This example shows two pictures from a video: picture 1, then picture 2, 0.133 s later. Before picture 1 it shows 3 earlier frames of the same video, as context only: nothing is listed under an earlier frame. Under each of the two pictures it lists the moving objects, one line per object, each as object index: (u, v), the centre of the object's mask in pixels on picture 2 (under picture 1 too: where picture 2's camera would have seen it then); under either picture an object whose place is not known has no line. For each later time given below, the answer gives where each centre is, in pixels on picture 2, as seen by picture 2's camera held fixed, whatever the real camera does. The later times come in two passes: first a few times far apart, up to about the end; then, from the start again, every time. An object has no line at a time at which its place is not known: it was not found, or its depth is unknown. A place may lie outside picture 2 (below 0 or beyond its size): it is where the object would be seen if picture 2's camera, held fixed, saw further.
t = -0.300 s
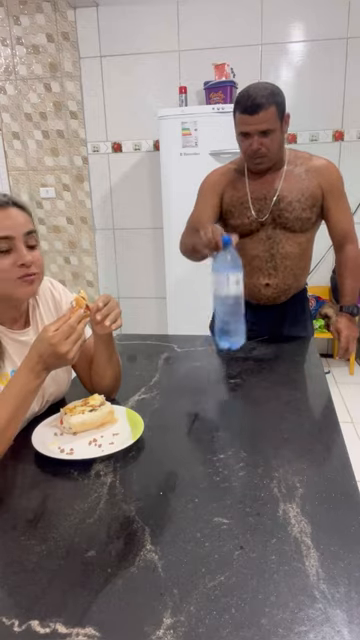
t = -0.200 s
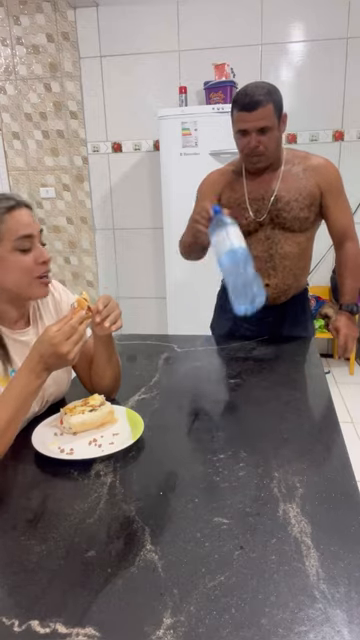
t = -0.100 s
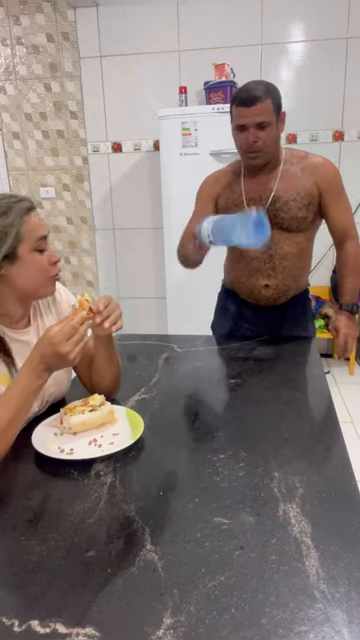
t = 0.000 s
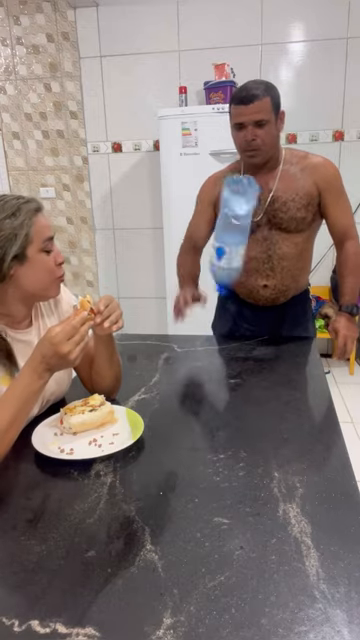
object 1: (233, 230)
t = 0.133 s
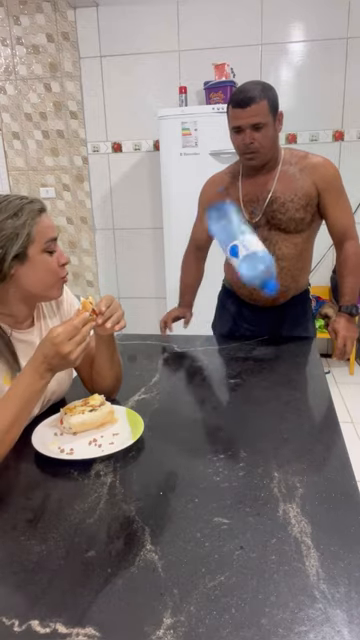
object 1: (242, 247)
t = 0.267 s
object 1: (234, 297)
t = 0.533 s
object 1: (228, 371)
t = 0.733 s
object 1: (228, 372)
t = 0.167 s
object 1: (241, 252)
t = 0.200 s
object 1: (240, 263)
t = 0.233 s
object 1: (237, 277)
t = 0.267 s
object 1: (234, 297)
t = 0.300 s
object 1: (229, 322)
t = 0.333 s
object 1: (226, 342)
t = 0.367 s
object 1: (227, 346)
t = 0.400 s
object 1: (226, 349)
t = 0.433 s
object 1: (227, 354)
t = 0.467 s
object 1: (229, 363)
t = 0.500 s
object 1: (229, 373)
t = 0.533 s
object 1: (228, 371)
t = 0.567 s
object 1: (228, 372)
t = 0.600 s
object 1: (228, 372)
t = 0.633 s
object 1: (228, 372)
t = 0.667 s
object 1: (227, 372)
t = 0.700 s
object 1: (227, 372)
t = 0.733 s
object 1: (228, 372)
